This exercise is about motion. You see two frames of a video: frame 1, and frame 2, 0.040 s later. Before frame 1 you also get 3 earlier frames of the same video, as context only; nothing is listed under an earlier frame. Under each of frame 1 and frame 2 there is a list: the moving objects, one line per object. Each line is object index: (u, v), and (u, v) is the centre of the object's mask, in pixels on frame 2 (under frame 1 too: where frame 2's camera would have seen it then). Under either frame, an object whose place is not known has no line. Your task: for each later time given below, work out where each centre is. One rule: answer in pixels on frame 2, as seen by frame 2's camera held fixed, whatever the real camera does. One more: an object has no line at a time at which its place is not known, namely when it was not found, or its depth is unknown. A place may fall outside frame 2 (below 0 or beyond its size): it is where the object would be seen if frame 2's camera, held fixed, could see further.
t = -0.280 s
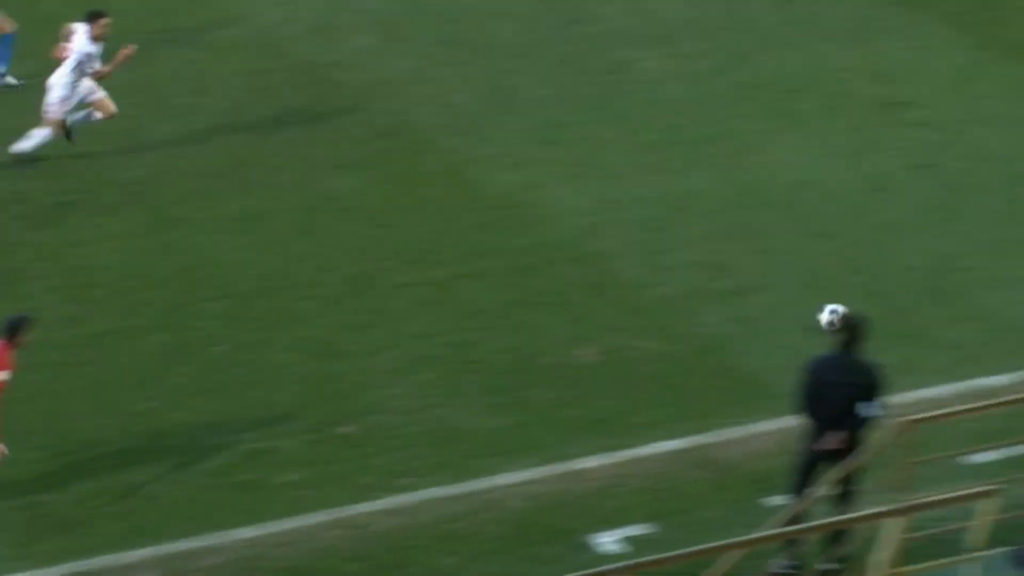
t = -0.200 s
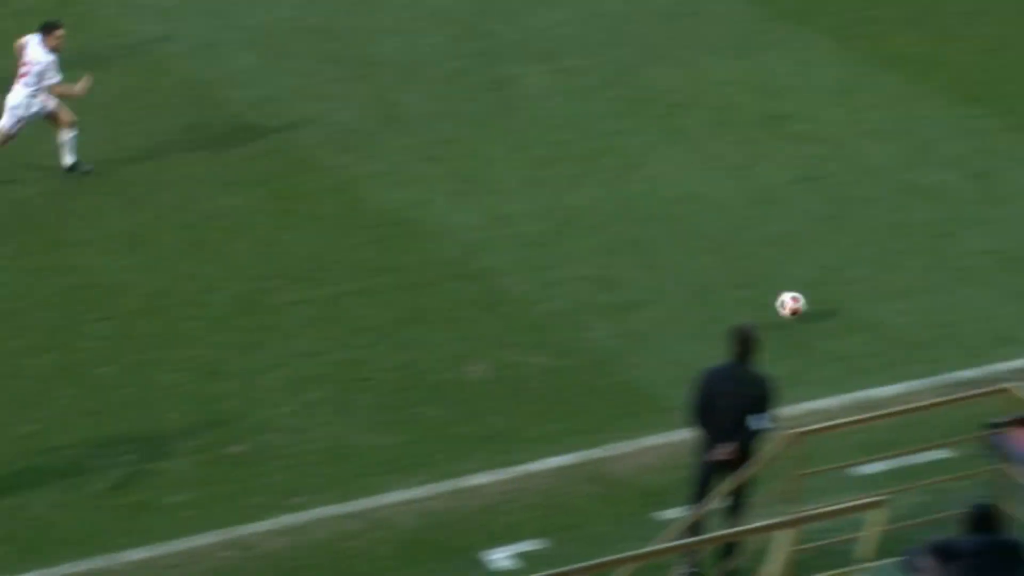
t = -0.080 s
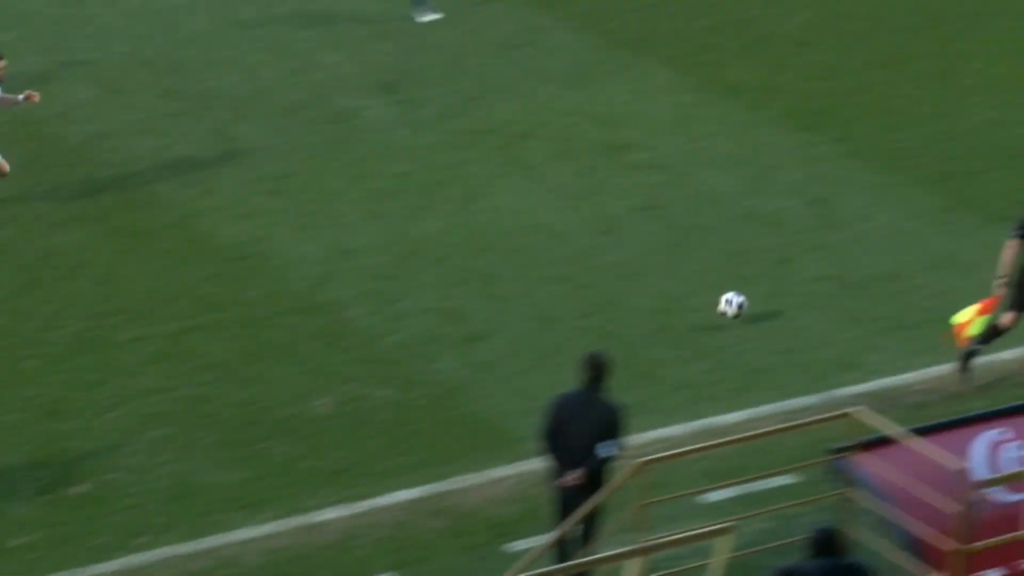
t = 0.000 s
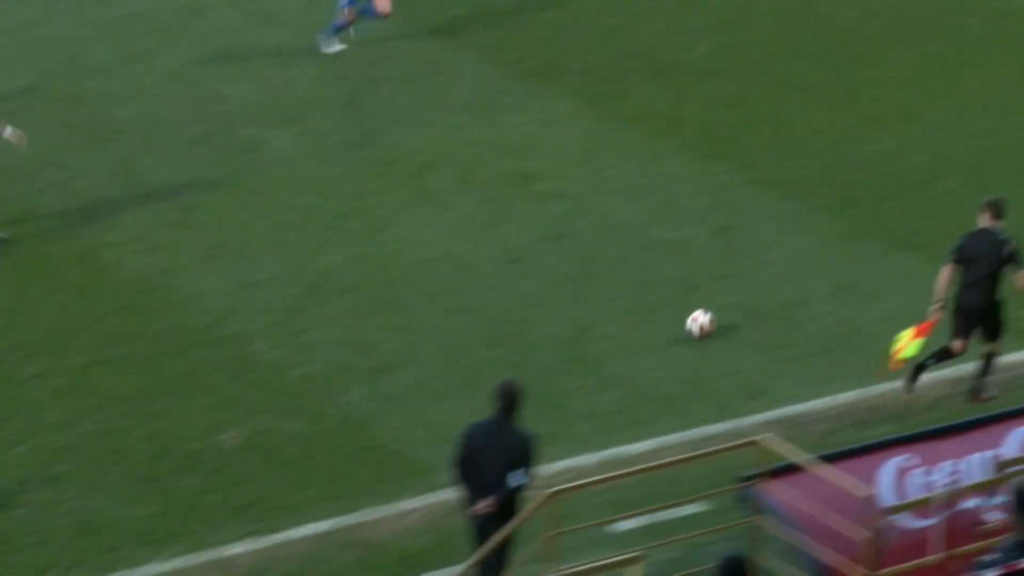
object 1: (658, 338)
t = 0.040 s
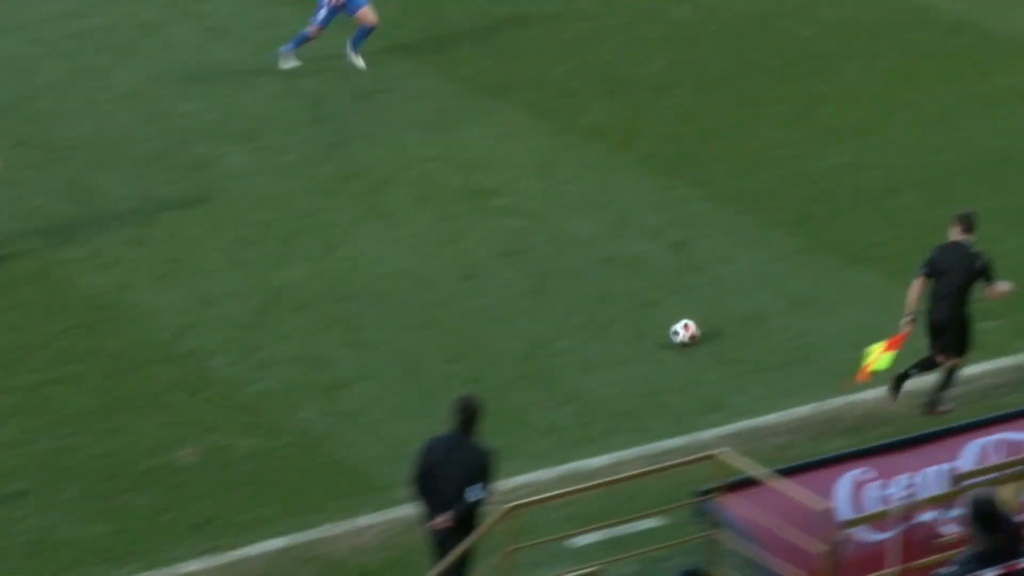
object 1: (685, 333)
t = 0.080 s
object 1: (711, 320)
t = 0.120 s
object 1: (739, 310)
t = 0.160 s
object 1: (764, 302)
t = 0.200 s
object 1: (789, 295)
